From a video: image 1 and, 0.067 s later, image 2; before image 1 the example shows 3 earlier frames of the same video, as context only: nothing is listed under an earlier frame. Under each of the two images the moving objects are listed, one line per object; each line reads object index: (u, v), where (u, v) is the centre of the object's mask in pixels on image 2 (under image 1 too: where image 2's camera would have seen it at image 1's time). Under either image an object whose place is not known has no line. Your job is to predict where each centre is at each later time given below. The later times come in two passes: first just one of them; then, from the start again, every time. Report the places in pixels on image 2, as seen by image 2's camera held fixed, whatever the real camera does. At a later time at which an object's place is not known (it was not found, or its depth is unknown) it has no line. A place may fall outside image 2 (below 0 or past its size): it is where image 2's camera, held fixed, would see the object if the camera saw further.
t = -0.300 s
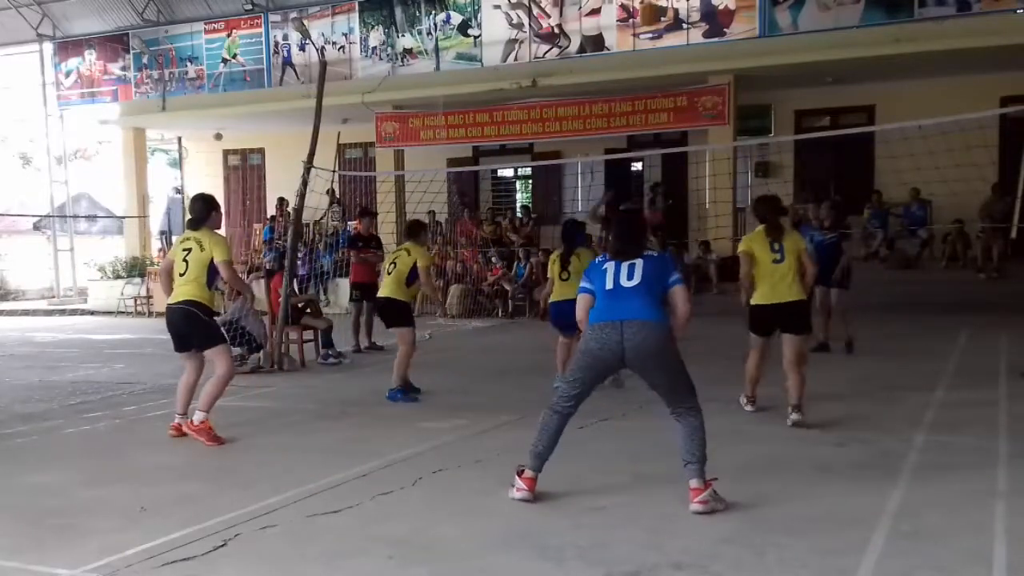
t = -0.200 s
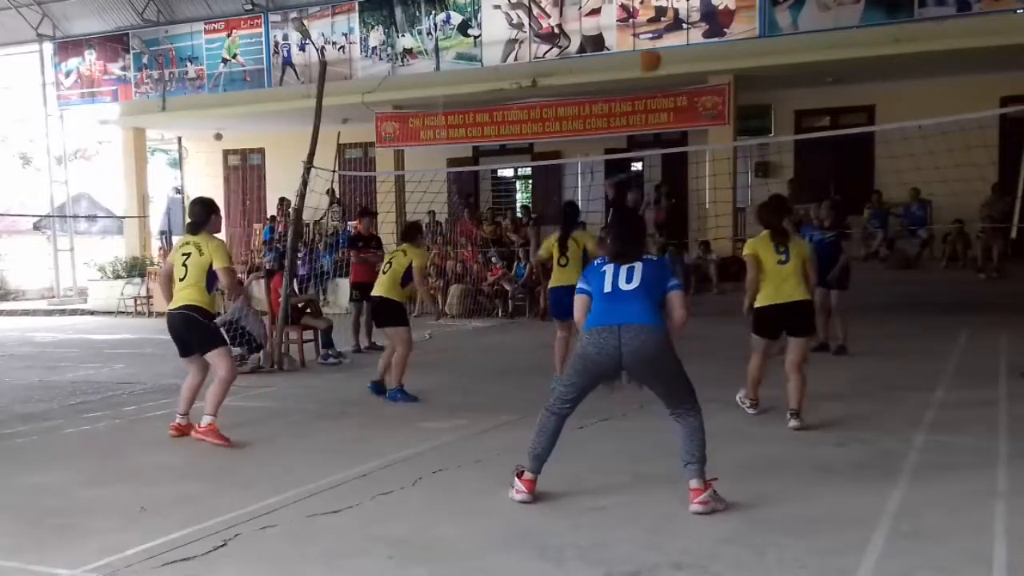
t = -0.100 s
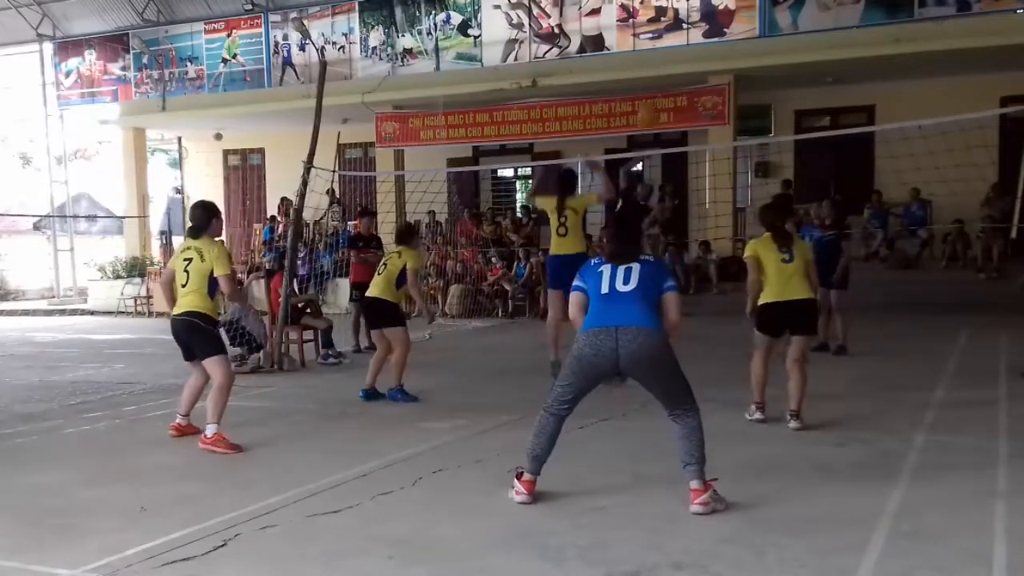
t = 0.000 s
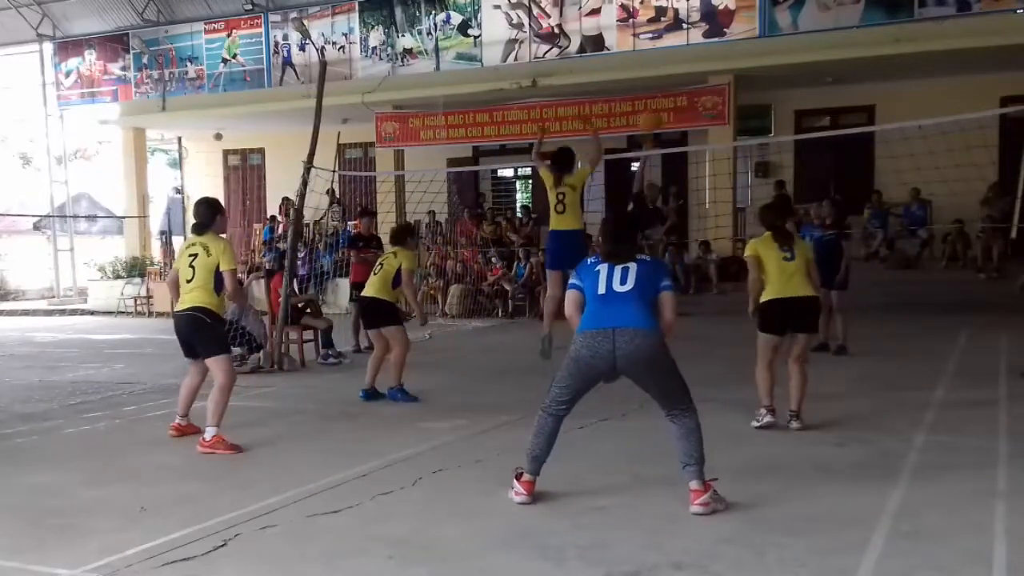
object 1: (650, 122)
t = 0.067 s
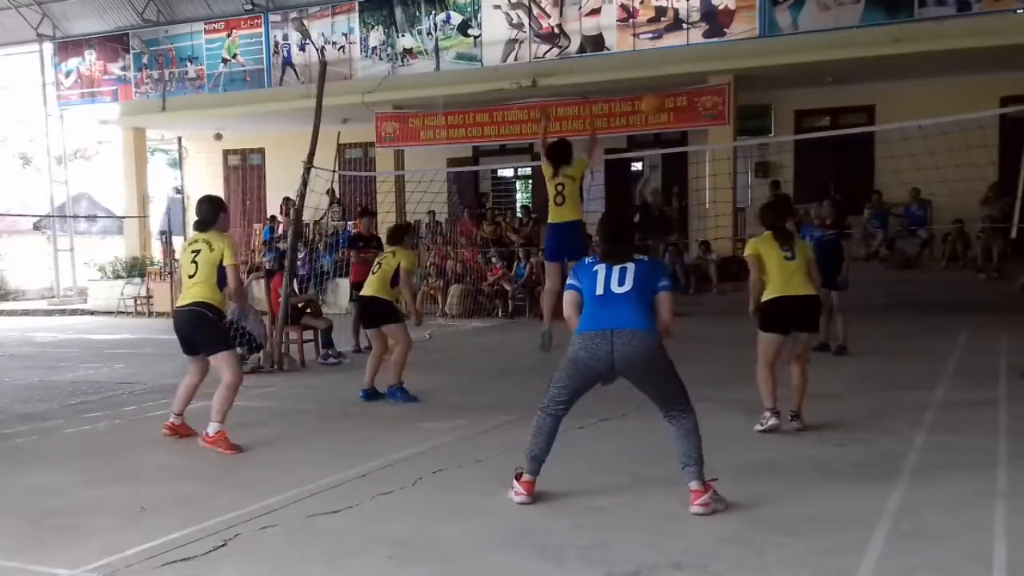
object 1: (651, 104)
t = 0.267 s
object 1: (665, 78)
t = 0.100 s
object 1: (654, 100)
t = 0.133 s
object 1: (655, 93)
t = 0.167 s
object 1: (656, 87)
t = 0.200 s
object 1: (658, 83)
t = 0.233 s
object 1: (663, 80)
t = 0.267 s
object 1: (665, 78)
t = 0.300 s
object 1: (668, 77)
